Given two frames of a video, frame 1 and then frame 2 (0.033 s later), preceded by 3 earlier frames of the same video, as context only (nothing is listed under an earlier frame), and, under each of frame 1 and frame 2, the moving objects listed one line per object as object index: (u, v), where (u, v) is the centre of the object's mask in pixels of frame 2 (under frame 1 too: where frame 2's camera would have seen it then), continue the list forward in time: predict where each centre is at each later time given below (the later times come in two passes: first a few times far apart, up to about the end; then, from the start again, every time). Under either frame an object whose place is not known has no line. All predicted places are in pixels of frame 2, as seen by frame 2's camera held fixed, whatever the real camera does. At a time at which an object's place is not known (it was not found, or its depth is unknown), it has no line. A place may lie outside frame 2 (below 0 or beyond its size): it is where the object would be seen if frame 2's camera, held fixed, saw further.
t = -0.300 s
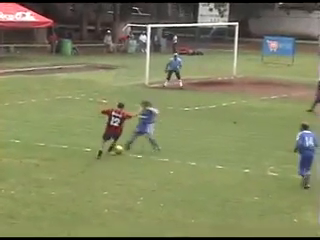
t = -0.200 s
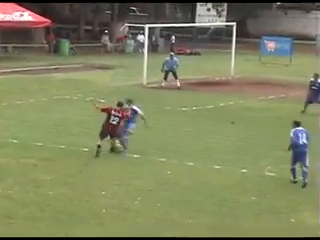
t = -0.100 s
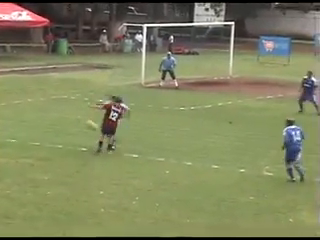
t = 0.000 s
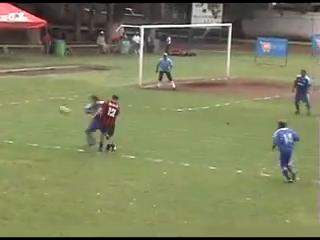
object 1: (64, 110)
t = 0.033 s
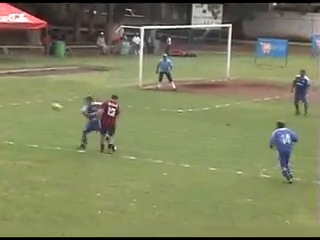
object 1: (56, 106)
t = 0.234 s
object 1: (8, 88)
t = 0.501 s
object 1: (-52, 84)
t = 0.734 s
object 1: (-103, 101)
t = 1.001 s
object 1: (-151, 123)
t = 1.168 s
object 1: (-160, 107)
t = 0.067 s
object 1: (48, 102)
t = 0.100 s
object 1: (41, 99)
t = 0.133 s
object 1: (32, 95)
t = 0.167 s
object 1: (25, 92)
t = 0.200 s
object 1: (17, 89)
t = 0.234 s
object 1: (8, 88)
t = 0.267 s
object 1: (0, 85)
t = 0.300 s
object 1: (-7, 84)
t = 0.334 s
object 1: (-14, 83)
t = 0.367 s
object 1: (-21, 83)
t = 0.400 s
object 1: (-29, 83)
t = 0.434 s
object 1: (-37, 83)
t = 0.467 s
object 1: (-45, 83)
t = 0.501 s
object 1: (-52, 84)
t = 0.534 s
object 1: (-59, 85)
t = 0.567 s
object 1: (-67, 87)
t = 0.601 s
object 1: (-74, 90)
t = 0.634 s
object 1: (-81, 92)
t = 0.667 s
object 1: (-88, 95)
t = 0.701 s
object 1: (-95, 97)
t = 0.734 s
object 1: (-103, 101)
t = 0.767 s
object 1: (-110, 105)
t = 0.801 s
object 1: (-117, 109)
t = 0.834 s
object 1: (-124, 114)
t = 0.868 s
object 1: (-131, 119)
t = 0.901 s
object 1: (-139, 124)
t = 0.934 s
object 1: (-146, 129)
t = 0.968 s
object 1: (-149, 128)
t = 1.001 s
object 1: (-151, 123)
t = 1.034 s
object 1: (-152, 119)
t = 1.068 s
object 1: (-154, 115)
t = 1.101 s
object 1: (-156, 112)
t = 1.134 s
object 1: (-158, 110)
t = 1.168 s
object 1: (-160, 107)
